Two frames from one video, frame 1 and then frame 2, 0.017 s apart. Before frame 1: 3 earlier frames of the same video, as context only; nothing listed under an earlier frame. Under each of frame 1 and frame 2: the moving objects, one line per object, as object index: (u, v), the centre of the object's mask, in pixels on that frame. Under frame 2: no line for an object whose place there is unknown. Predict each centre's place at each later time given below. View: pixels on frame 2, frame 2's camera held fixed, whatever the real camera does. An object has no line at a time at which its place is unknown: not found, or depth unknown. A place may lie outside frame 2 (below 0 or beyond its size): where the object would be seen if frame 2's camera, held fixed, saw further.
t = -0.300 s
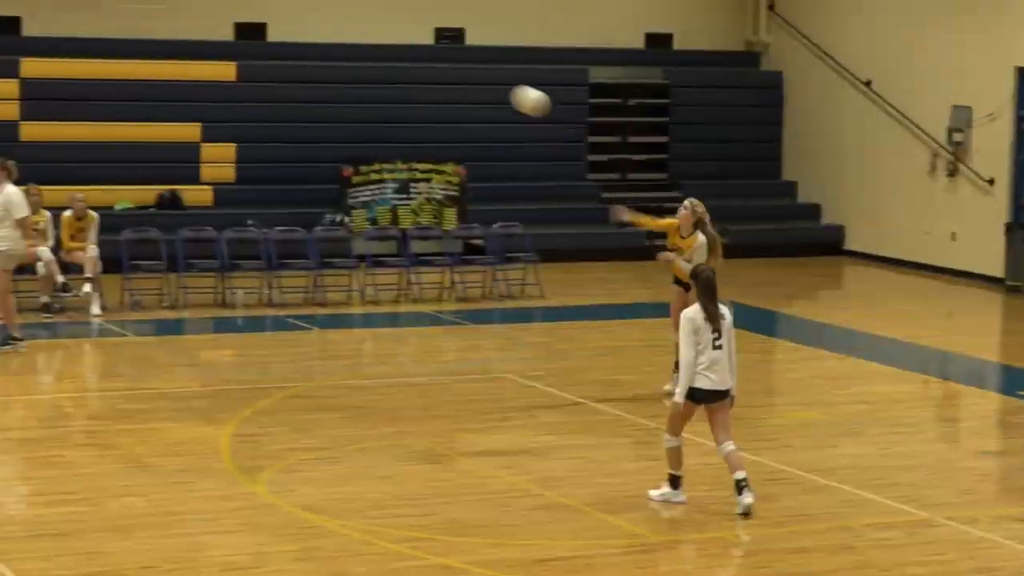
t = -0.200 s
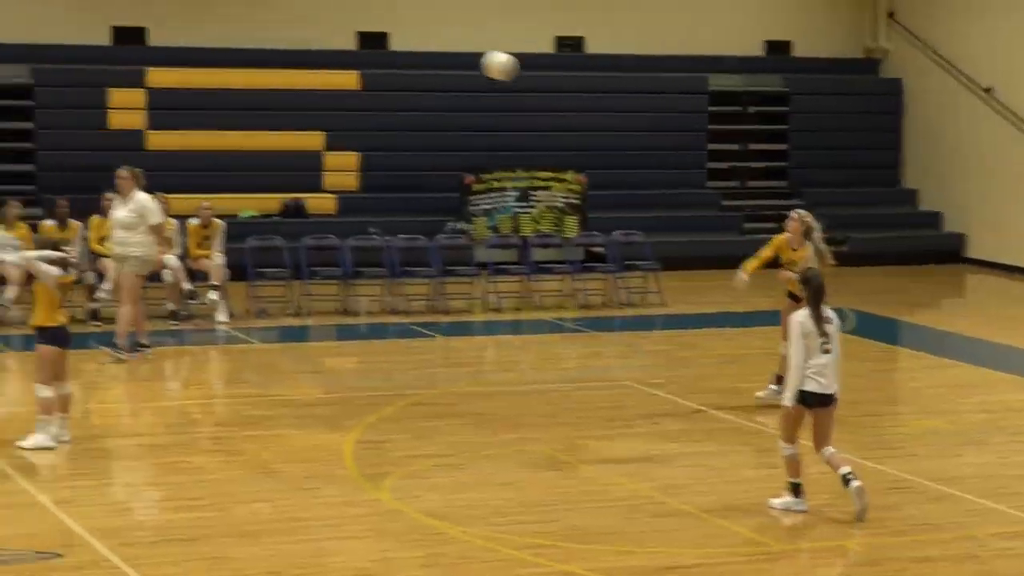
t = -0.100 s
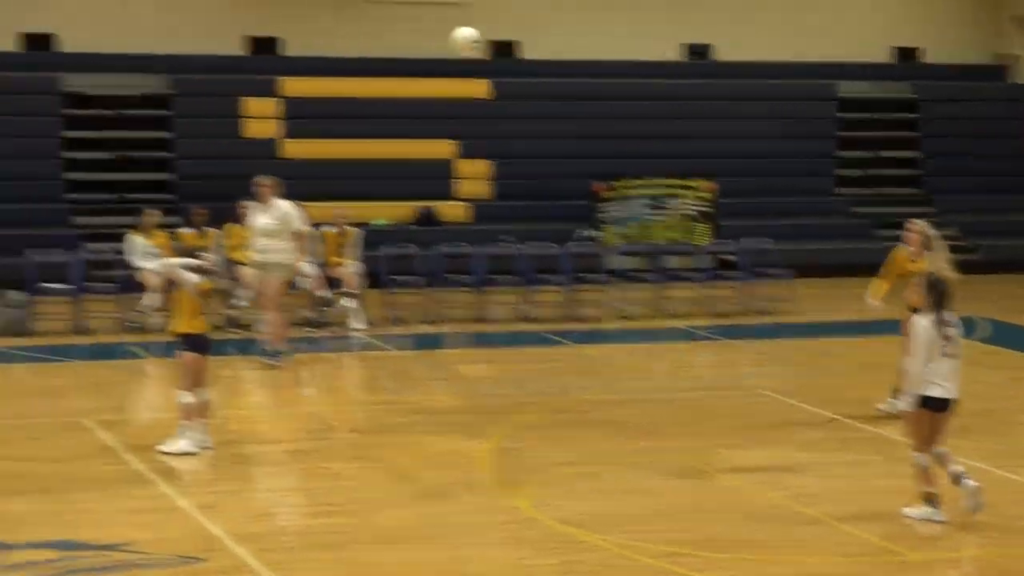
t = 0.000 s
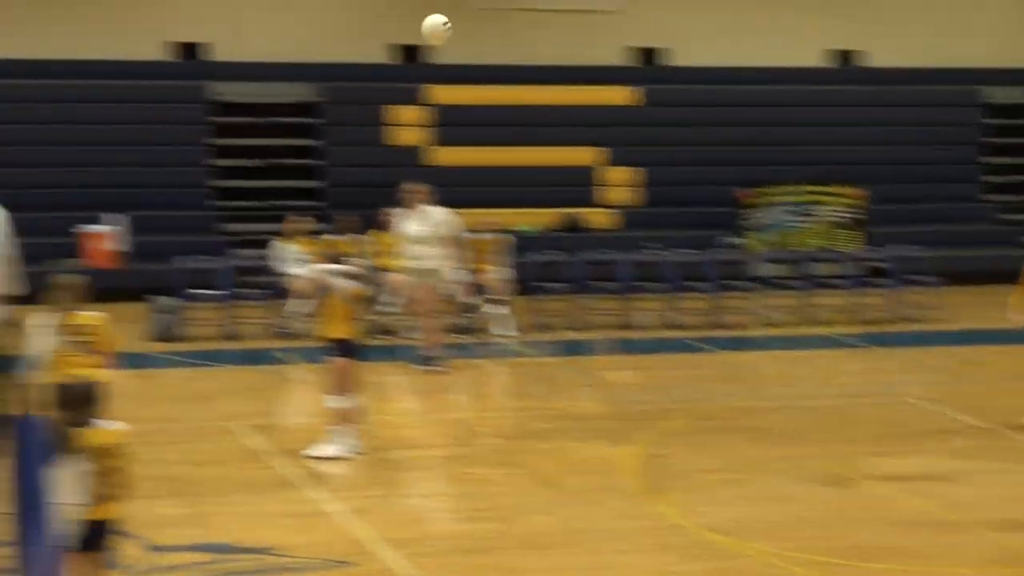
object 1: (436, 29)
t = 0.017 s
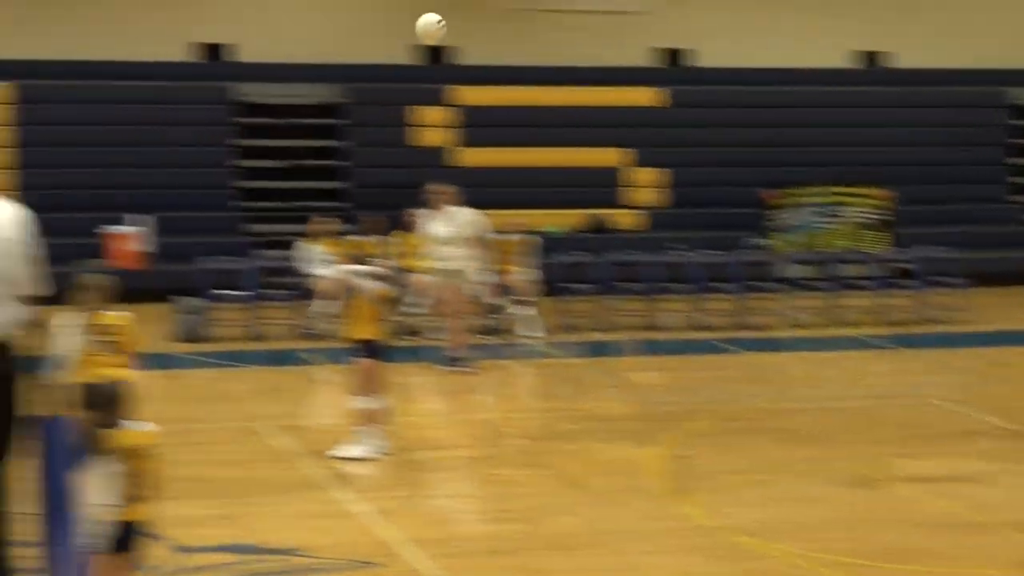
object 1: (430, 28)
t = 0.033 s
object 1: (403, 25)
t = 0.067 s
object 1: (346, 19)
